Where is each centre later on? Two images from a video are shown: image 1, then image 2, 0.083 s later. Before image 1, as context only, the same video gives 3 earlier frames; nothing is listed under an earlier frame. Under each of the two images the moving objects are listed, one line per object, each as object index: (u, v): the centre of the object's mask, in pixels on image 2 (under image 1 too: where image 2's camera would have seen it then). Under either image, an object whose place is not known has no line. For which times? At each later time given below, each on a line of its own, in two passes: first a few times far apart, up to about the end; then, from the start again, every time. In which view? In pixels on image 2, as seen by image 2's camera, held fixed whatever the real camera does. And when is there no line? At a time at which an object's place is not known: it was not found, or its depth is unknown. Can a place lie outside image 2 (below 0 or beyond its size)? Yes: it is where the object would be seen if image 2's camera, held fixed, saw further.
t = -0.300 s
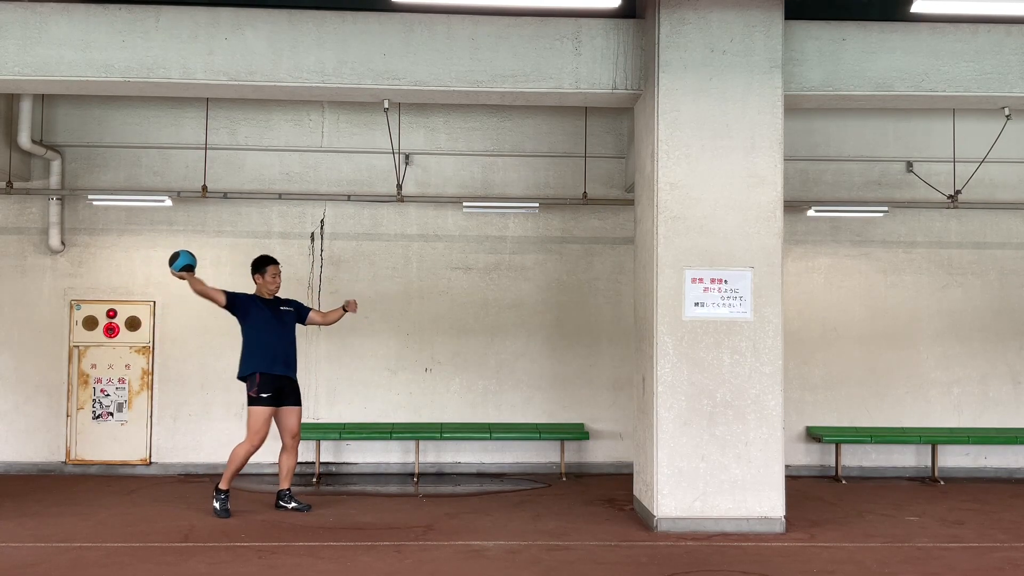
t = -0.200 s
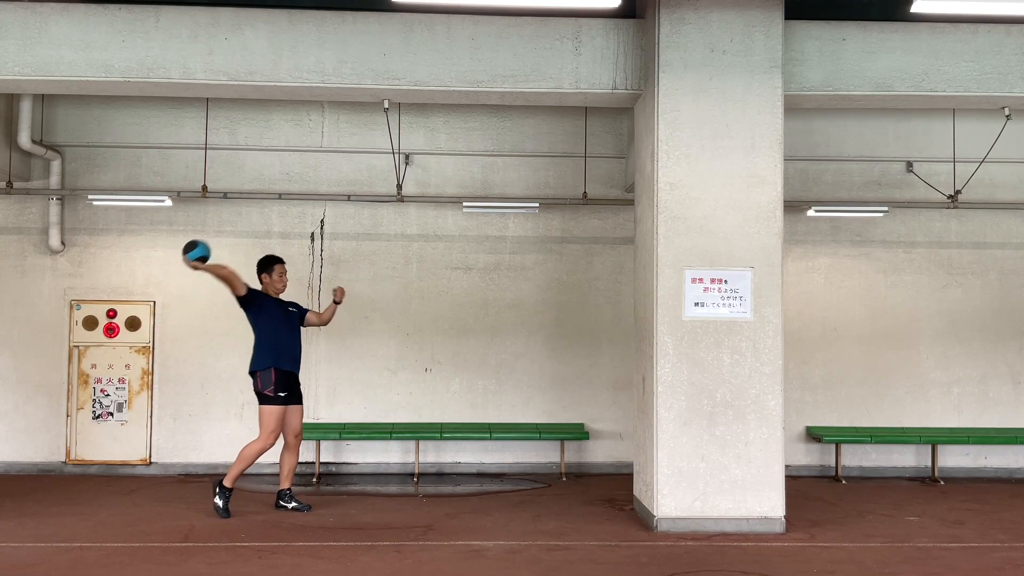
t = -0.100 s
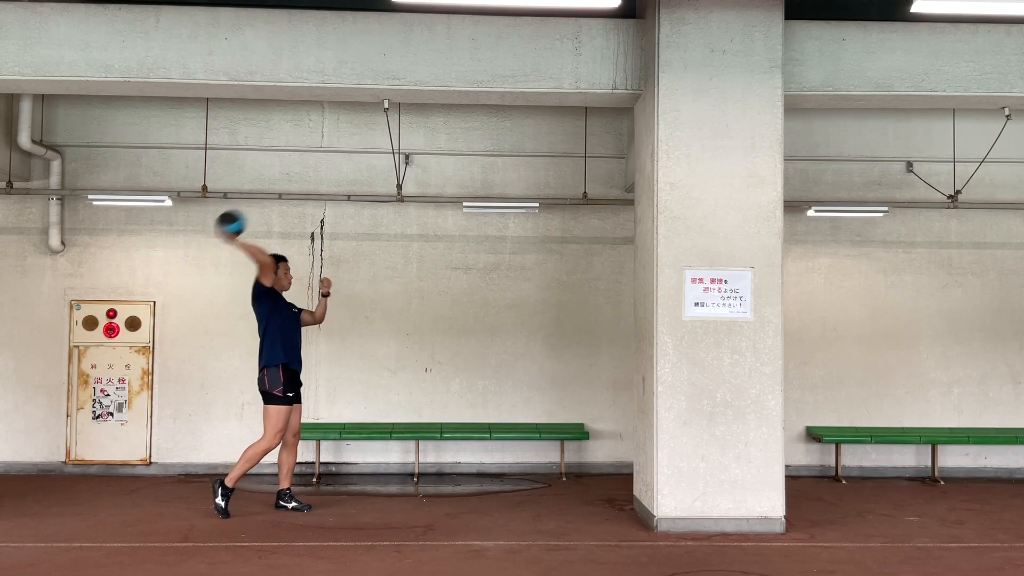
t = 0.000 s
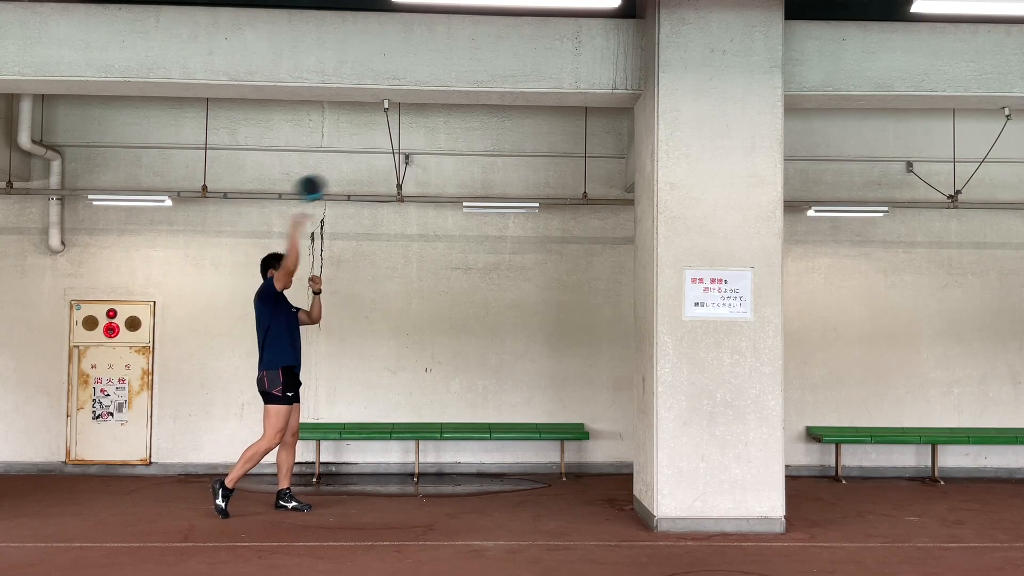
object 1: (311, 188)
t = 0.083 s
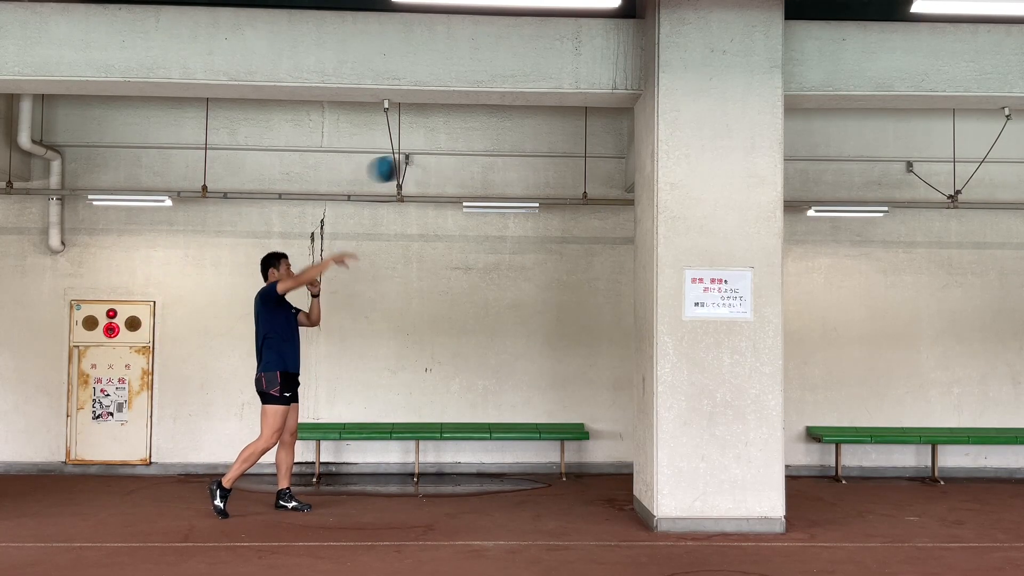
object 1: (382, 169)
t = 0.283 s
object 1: (564, 163)
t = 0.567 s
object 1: (521, 223)
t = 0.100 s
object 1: (400, 166)
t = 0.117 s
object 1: (416, 164)
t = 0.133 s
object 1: (431, 162)
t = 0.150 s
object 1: (446, 161)
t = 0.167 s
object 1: (461, 160)
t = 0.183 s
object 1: (475, 159)
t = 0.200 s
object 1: (490, 159)
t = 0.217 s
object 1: (505, 159)
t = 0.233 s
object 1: (520, 159)
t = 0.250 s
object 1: (533, 160)
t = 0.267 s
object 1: (549, 161)
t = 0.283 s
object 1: (564, 163)
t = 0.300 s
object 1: (577, 165)
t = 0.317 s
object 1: (592, 167)
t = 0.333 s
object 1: (607, 170)
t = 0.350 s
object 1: (622, 174)
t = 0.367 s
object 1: (632, 177)
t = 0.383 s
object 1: (627, 179)
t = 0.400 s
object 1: (617, 180)
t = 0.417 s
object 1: (607, 183)
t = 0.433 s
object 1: (598, 186)
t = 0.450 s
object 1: (588, 189)
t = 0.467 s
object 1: (577, 193)
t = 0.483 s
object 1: (568, 197)
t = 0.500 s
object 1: (558, 201)
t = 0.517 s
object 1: (550, 206)
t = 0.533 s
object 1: (540, 212)
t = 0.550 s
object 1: (529, 218)
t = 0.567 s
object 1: (521, 223)
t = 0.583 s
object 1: (510, 231)
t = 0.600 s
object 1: (500, 237)
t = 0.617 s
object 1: (491, 245)
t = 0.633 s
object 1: (481, 252)
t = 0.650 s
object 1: (471, 261)
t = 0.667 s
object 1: (461, 270)
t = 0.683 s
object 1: (451, 279)
